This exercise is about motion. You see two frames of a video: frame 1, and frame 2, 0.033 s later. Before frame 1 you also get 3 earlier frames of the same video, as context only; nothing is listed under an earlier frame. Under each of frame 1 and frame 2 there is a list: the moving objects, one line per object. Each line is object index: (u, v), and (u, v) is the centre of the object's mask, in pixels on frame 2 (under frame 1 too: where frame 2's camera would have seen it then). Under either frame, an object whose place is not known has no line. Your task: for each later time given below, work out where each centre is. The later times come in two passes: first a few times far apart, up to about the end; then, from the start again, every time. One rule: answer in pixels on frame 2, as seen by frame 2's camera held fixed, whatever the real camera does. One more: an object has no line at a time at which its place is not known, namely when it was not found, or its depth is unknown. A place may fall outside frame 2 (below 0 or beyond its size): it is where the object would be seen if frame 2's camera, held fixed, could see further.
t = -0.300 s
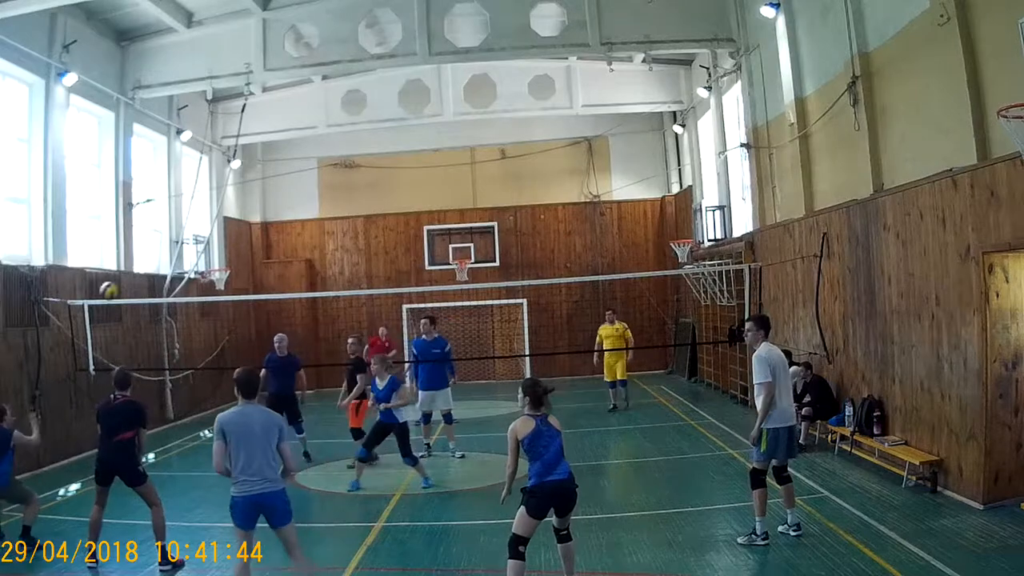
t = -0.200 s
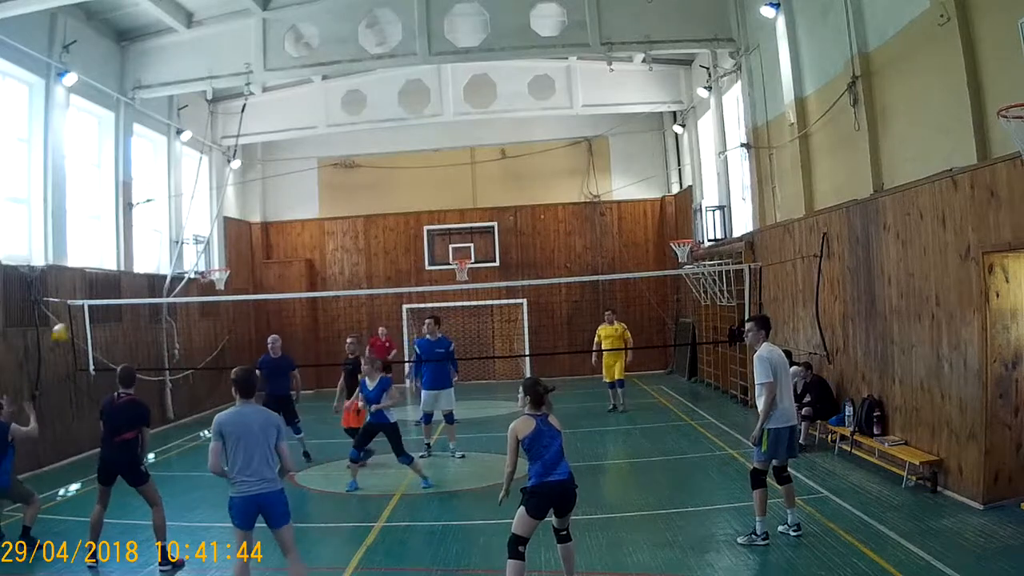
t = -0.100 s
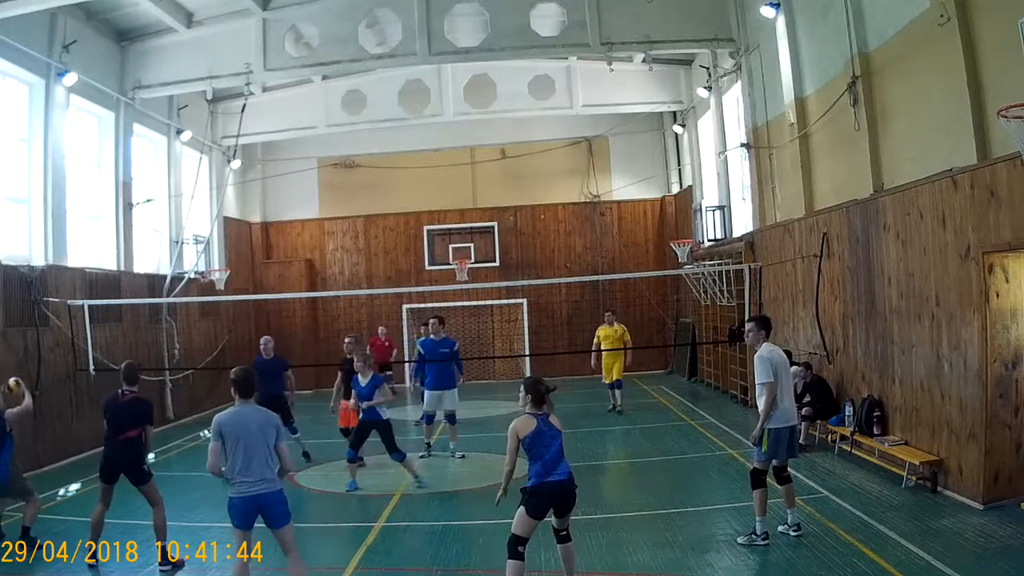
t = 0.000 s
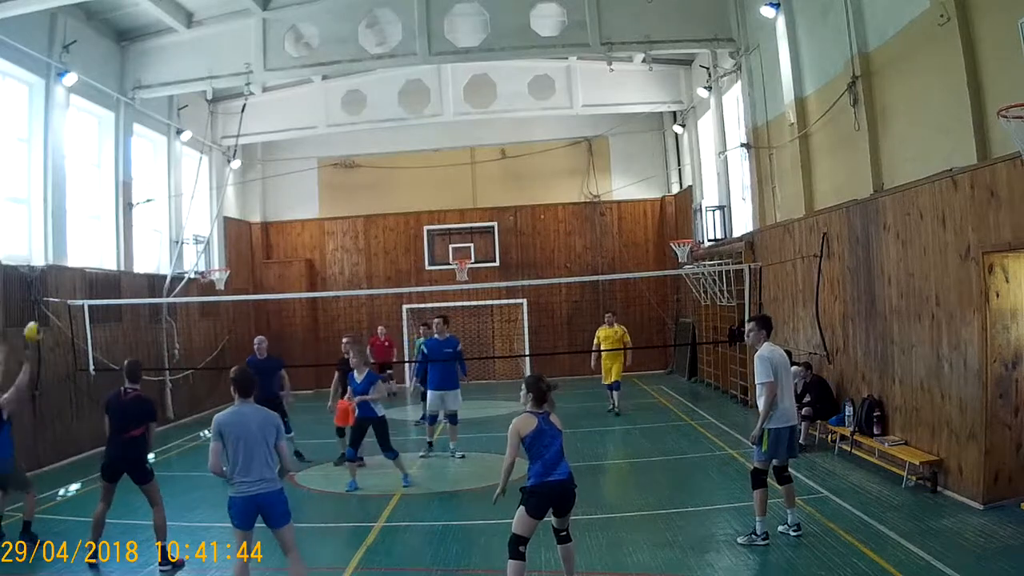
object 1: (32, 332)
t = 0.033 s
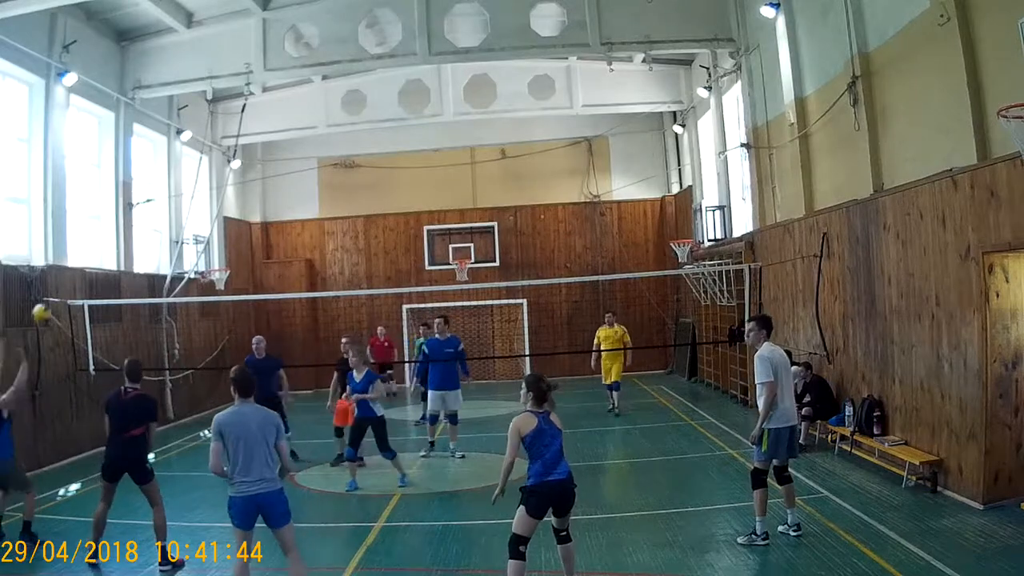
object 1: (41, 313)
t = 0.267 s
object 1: (99, 223)
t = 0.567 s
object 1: (169, 189)
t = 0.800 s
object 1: (219, 219)
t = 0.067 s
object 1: (49, 296)
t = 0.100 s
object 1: (56, 279)
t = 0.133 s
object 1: (65, 269)
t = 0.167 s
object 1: (74, 256)
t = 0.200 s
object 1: (83, 243)
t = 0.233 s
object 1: (91, 233)
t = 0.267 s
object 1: (99, 223)
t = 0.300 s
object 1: (107, 215)
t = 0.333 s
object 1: (115, 208)
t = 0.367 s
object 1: (123, 203)
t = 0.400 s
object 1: (130, 197)
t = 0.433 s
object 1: (138, 194)
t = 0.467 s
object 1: (146, 191)
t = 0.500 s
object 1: (154, 190)
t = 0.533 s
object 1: (161, 189)
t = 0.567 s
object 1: (169, 189)
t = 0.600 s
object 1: (176, 191)
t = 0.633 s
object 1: (184, 193)
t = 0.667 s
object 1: (191, 196)
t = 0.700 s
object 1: (198, 200)
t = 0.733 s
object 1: (205, 206)
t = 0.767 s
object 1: (212, 212)
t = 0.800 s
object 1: (219, 219)
